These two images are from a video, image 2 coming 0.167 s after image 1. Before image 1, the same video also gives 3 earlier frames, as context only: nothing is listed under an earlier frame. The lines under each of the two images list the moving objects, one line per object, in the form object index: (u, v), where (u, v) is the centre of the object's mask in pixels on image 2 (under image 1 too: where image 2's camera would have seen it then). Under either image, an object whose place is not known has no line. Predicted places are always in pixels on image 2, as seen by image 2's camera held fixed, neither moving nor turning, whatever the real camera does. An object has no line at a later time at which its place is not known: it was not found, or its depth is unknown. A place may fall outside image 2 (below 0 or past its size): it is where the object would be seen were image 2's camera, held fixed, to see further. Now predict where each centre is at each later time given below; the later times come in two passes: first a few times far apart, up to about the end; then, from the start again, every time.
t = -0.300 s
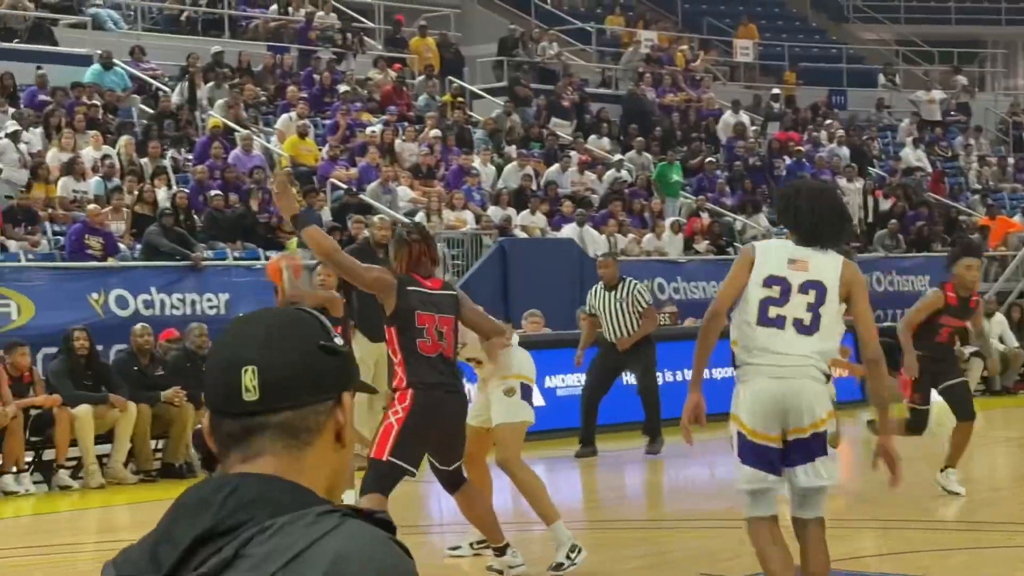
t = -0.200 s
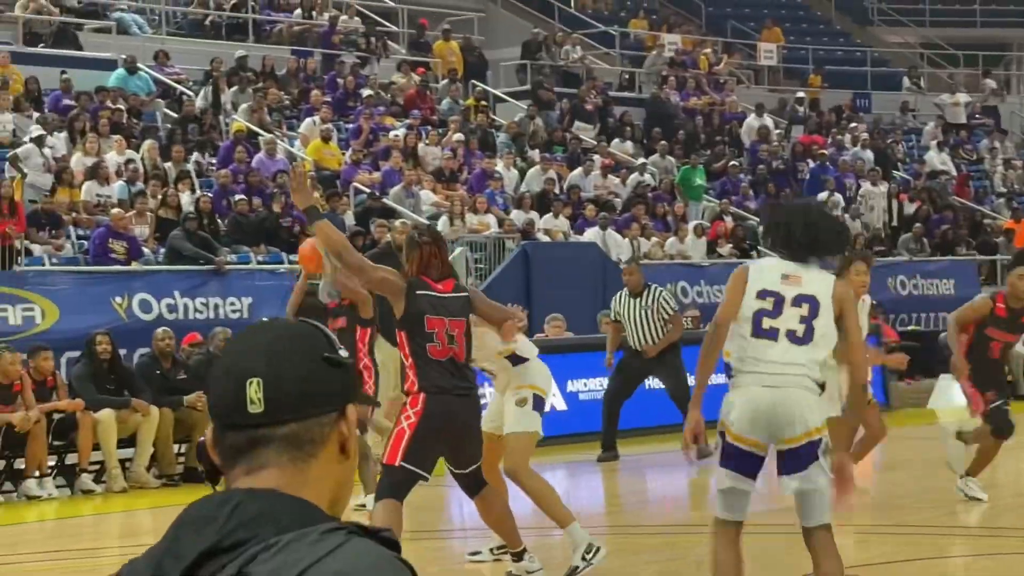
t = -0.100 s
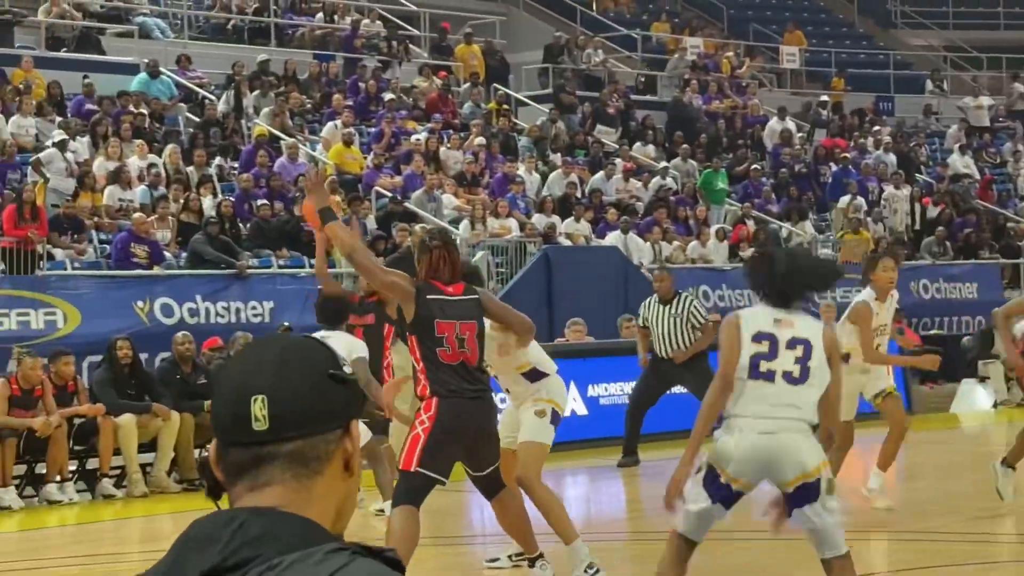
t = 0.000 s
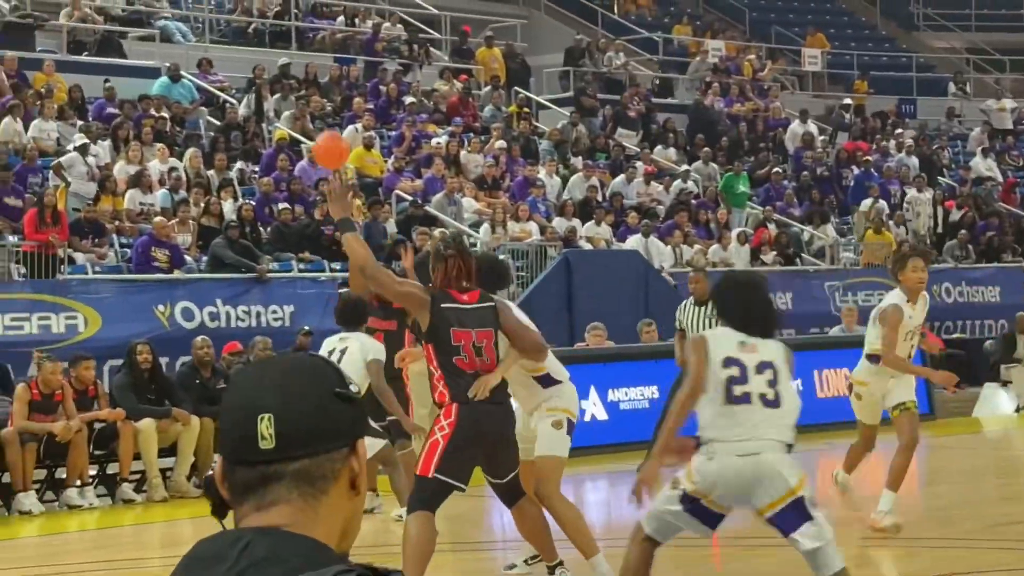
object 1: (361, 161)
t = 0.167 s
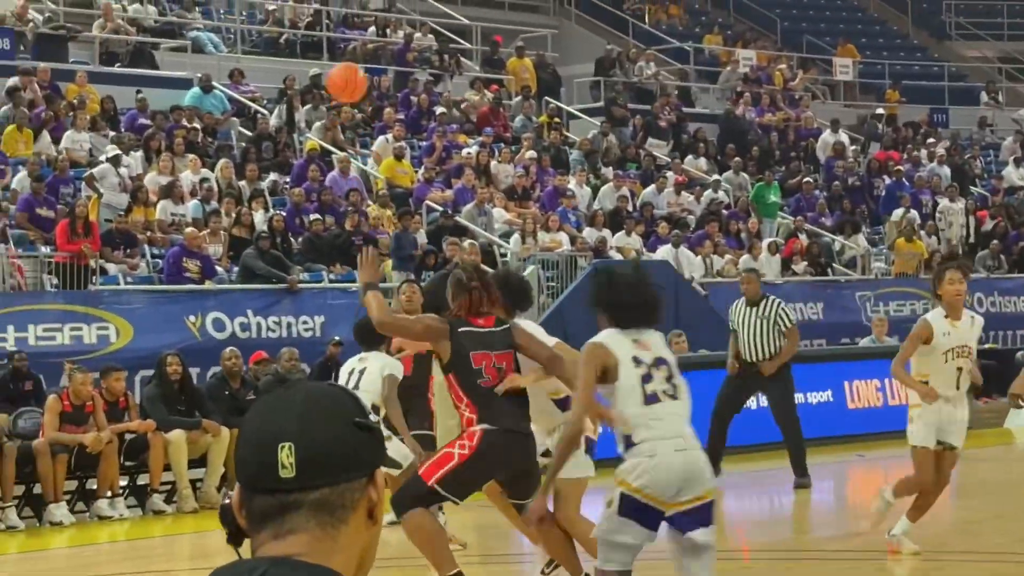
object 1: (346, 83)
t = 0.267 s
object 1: (337, 52)
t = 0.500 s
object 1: (313, 39)
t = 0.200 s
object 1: (344, 71)
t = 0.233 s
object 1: (341, 61)
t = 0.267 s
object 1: (337, 52)
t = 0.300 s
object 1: (333, 45)
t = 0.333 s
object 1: (330, 39)
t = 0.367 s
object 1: (327, 36)
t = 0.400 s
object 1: (323, 34)
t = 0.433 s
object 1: (320, 34)
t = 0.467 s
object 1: (317, 36)
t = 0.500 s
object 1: (313, 39)
